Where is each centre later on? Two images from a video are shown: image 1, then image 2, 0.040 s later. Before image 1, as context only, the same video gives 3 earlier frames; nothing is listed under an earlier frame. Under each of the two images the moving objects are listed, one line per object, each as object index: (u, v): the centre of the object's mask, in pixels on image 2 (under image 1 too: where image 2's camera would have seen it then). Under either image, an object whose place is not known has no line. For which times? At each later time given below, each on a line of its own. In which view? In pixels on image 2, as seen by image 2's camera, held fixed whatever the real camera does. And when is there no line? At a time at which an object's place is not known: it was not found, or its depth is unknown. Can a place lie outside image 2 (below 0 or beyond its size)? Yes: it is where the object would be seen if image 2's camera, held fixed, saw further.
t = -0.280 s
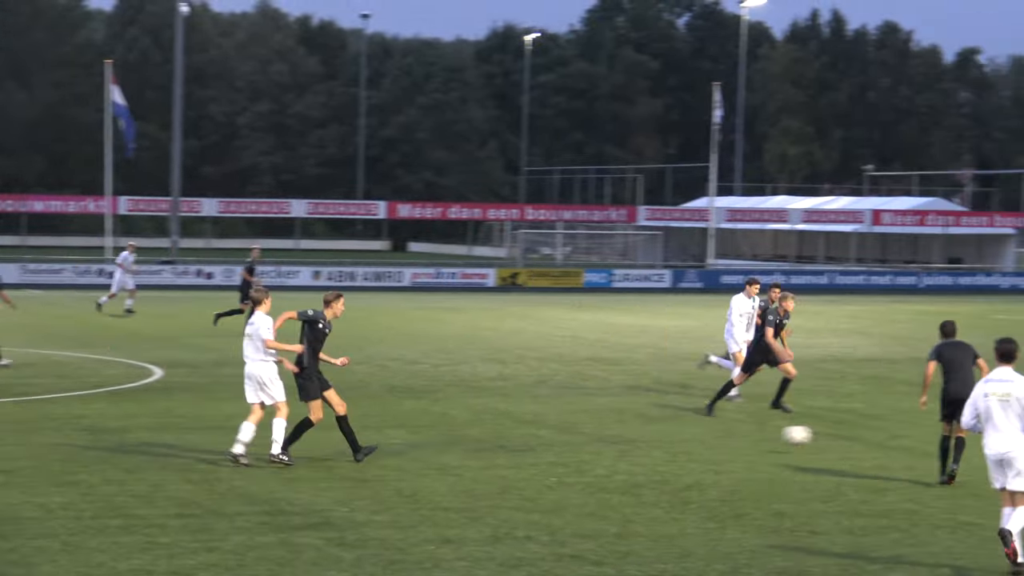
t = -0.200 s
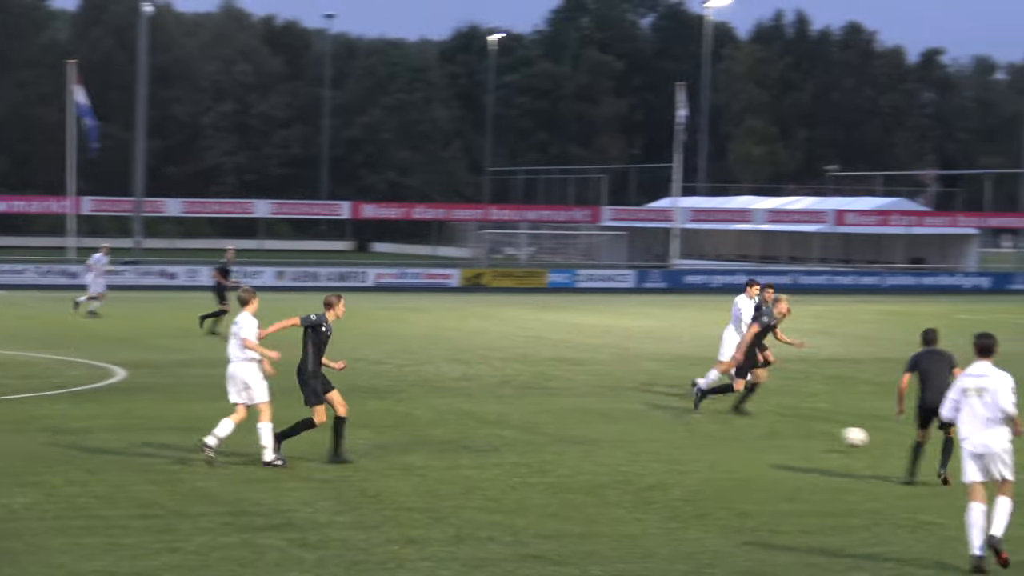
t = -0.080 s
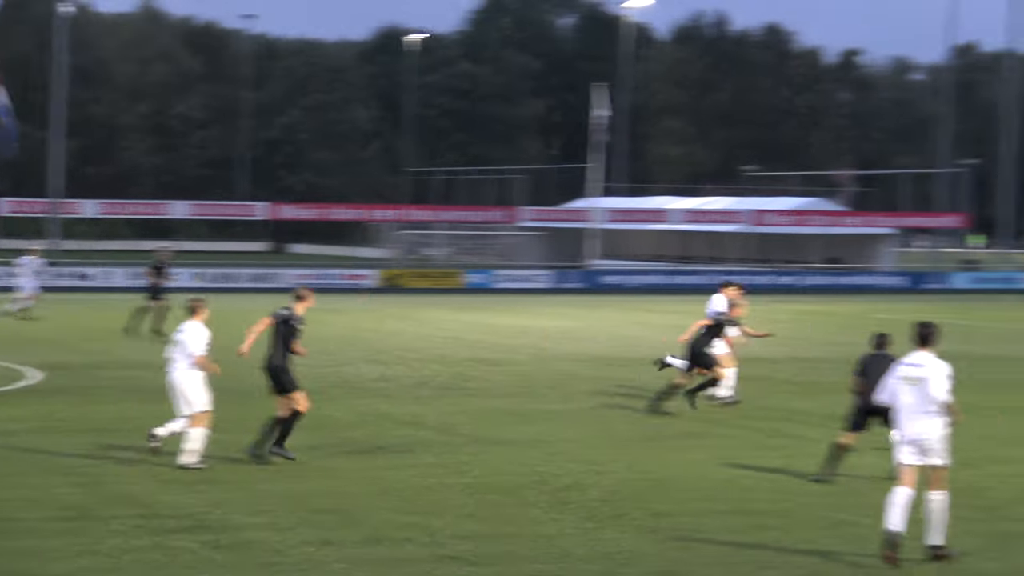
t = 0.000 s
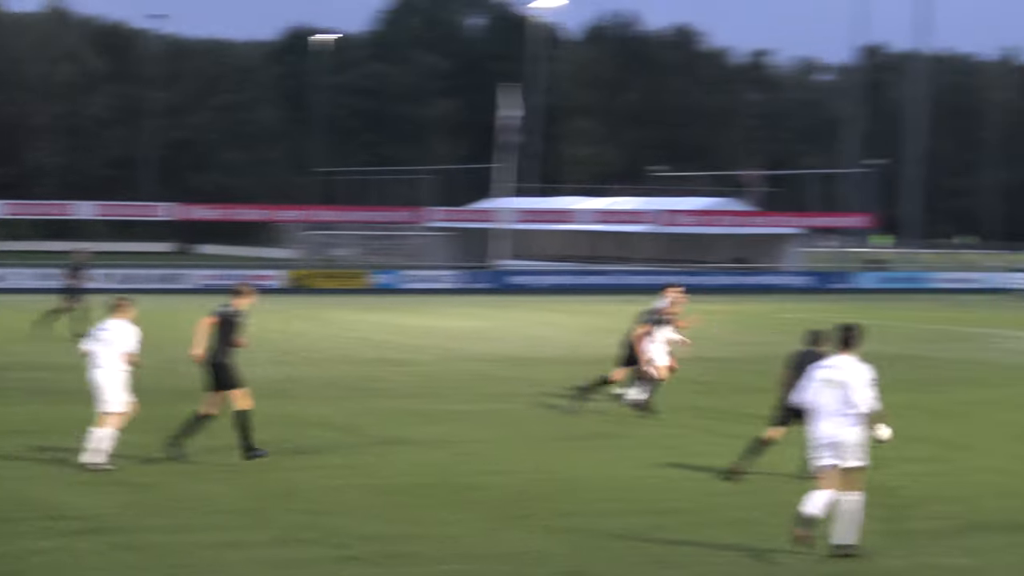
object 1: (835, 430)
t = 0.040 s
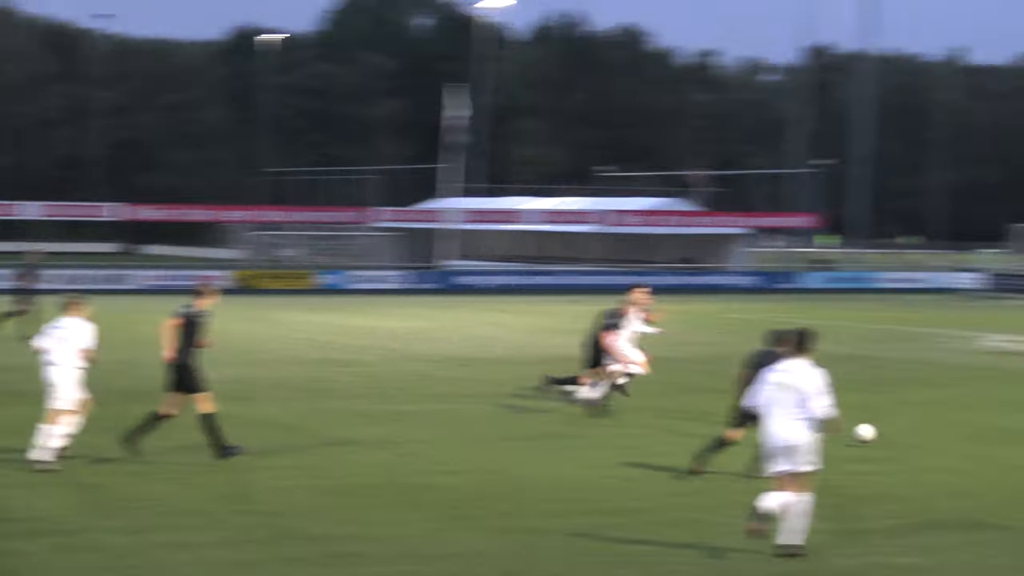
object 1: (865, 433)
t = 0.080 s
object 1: (894, 438)
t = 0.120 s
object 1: (924, 441)
